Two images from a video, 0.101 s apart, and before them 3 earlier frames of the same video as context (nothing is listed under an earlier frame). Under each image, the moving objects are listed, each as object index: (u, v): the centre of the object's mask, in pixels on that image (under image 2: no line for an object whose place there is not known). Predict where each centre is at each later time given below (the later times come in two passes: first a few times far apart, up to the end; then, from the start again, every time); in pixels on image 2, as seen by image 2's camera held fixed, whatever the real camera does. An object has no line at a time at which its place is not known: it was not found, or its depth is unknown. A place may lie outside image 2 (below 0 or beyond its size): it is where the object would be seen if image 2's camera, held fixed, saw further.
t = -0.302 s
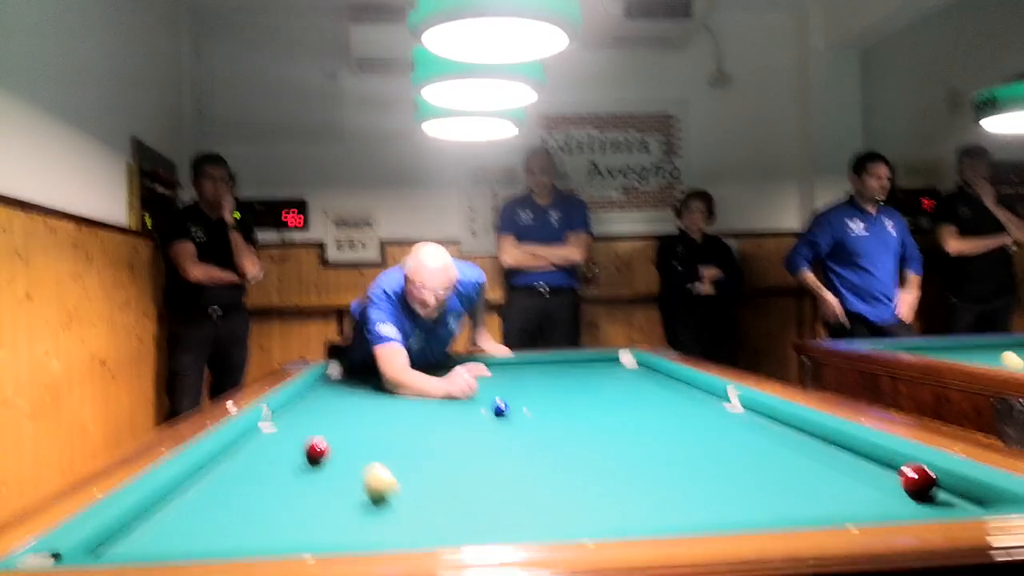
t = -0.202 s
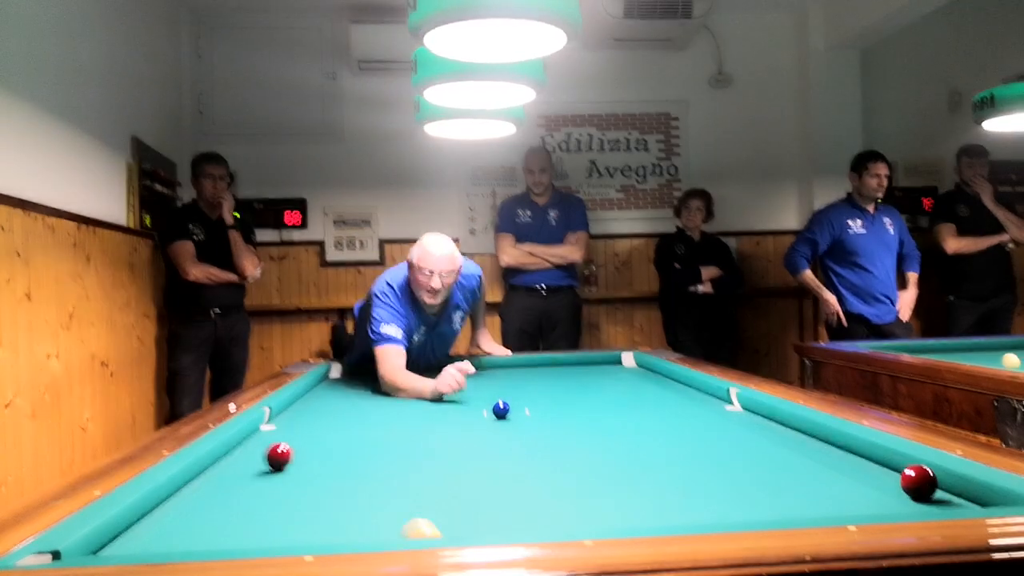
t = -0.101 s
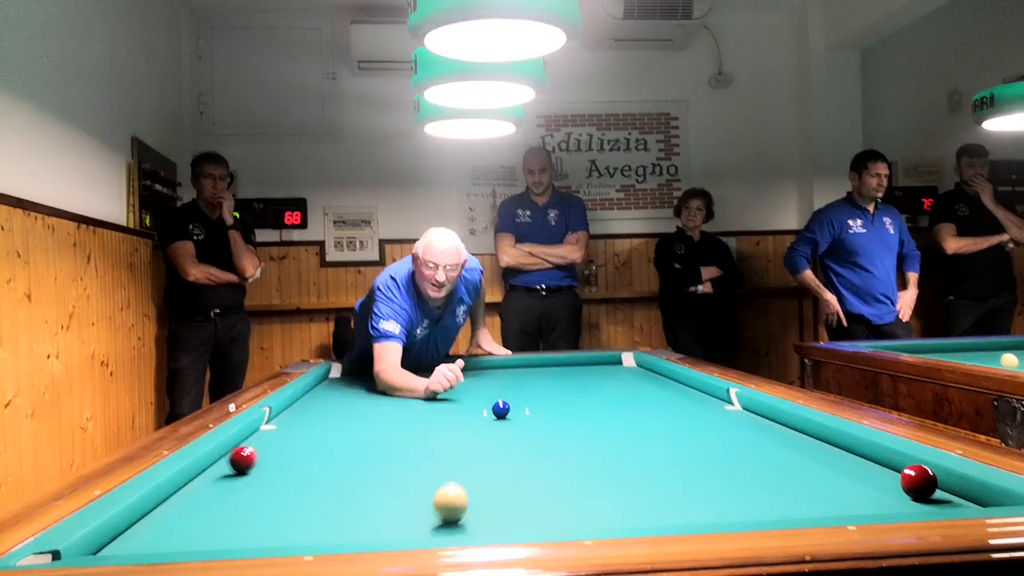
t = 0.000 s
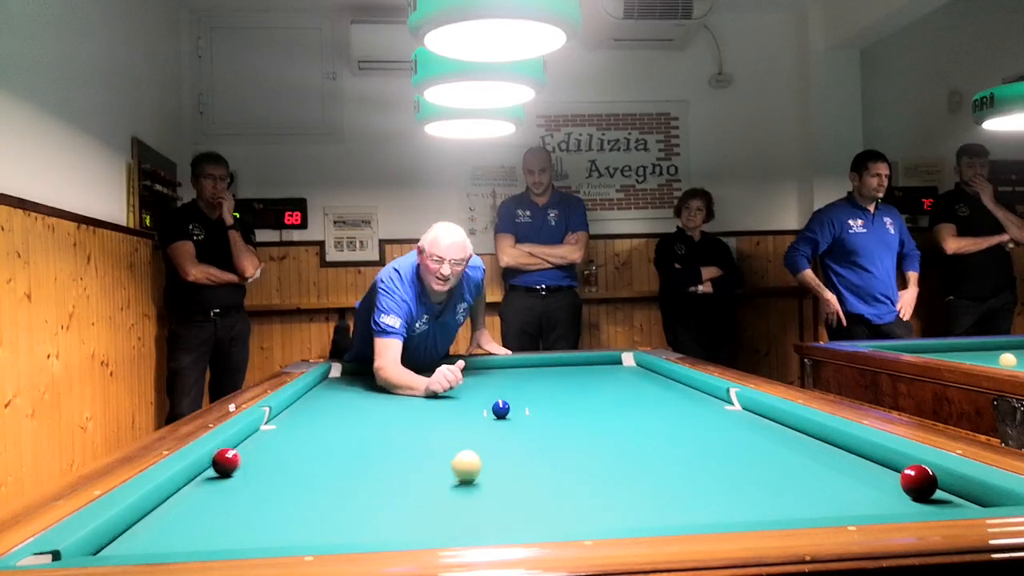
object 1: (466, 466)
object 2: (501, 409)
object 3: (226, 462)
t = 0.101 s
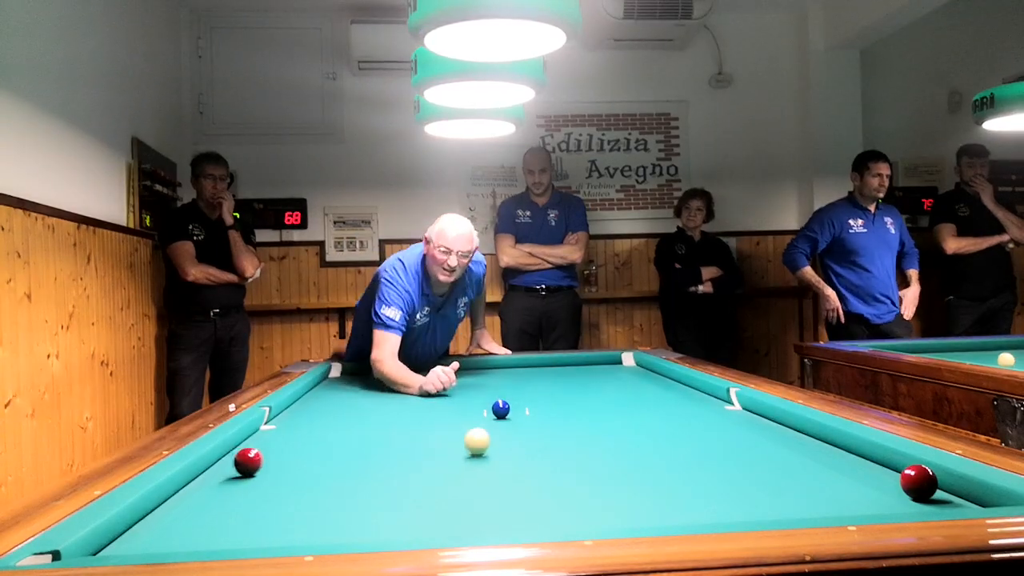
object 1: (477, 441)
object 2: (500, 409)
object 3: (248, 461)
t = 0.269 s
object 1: (488, 414)
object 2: (502, 408)
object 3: (277, 462)
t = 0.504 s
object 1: (445, 403)
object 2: (565, 392)
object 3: (318, 461)
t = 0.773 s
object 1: (409, 392)
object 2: (618, 378)
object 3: (364, 461)
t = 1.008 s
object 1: (383, 384)
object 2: (650, 369)
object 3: (402, 461)
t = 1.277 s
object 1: (360, 376)
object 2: (605, 365)
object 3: (446, 460)
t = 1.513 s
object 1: (343, 371)
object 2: (577, 361)
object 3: (484, 459)
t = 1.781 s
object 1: (335, 370)
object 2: (558, 365)
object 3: (525, 459)
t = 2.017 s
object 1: (336, 370)
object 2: (541, 369)
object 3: (560, 458)
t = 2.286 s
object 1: (336, 370)
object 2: (520, 373)
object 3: (600, 458)
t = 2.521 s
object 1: (336, 370)
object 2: (501, 377)
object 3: (633, 458)
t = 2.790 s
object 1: (336, 370)
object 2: (477, 382)
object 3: (671, 457)
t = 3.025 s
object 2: (455, 387)
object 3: (702, 457)
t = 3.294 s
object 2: (428, 393)
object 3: (737, 457)
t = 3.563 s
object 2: (398, 399)
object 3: (770, 456)
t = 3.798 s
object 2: (371, 405)
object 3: (798, 456)
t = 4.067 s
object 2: (337, 412)
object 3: (828, 456)
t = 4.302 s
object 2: (306, 419)
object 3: (854, 455)
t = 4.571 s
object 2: (267, 428)
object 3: (859, 455)
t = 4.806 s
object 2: (269, 433)
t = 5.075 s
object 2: (278, 439)
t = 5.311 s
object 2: (286, 444)
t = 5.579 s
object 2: (296, 450)
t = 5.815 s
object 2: (305, 456)
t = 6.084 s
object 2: (316, 462)
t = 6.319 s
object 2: (327, 468)
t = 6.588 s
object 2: (339, 475)
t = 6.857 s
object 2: (351, 483)
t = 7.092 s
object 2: (363, 489)
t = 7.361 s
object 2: (377, 496)
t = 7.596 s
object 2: (389, 503)
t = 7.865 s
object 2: (404, 511)
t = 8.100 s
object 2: (417, 518)
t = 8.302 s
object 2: (428, 522)
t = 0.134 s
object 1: (480, 435)
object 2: (500, 409)
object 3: (254, 462)
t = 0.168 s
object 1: (482, 429)
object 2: (500, 409)
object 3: (260, 462)
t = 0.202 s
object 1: (485, 423)
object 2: (500, 409)
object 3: (265, 462)
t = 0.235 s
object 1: (486, 418)
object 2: (501, 408)
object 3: (271, 462)
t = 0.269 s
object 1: (488, 414)
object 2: (502, 408)
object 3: (277, 462)
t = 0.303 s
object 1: (489, 410)
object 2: (504, 408)
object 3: (283, 462)
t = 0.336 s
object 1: (480, 409)
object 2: (515, 405)
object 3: (289, 461)
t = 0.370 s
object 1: (472, 408)
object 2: (526, 401)
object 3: (295, 462)
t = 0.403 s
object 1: (464, 406)
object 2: (537, 399)
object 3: (301, 461)
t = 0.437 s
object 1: (458, 405)
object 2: (547, 396)
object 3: (306, 461)
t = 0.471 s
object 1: (451, 404)
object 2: (557, 394)
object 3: (312, 462)
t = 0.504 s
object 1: (445, 403)
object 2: (565, 392)
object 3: (318, 461)
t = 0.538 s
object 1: (439, 401)
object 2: (574, 389)
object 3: (324, 461)
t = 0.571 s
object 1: (434, 400)
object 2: (581, 387)
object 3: (329, 461)
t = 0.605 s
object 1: (430, 398)
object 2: (588, 386)
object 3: (335, 461)
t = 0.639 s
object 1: (425, 397)
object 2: (595, 384)
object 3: (341, 461)
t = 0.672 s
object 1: (421, 395)
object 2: (601, 382)
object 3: (347, 461)
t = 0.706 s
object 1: (416, 394)
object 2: (607, 381)
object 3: (352, 461)
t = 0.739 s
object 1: (412, 393)
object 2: (612, 379)
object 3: (358, 461)
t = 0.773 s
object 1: (409, 392)
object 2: (618, 378)
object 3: (364, 461)
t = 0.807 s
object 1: (405, 390)
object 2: (623, 376)
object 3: (369, 461)
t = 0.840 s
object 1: (401, 389)
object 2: (628, 375)
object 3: (375, 461)
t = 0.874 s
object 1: (397, 388)
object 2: (633, 373)
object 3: (380, 461)
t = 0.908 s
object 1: (394, 387)
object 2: (638, 372)
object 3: (386, 461)
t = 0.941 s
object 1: (390, 386)
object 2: (642, 371)
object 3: (392, 461)
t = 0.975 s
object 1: (387, 385)
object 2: (647, 370)
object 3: (397, 461)
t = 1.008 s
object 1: (383, 384)
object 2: (650, 369)
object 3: (402, 461)
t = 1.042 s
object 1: (380, 382)
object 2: (642, 368)
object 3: (408, 460)
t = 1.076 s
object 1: (377, 382)
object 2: (635, 368)
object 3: (414, 460)
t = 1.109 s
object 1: (374, 381)
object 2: (629, 367)
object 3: (419, 460)
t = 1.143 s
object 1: (371, 380)
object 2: (623, 367)
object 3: (424, 460)
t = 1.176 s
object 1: (368, 379)
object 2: (619, 366)
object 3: (430, 460)
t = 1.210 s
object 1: (365, 378)
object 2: (614, 366)
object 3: (436, 460)
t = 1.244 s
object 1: (362, 377)
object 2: (610, 365)
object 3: (441, 460)
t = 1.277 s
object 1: (360, 376)
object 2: (605, 365)
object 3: (446, 460)
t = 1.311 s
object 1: (357, 375)
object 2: (601, 364)
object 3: (452, 460)
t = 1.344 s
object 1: (354, 374)
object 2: (596, 364)
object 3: (457, 460)
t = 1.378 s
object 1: (352, 374)
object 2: (592, 363)
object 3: (462, 460)
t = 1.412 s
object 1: (349, 373)
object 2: (588, 363)
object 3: (468, 460)
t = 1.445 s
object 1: (347, 372)
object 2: (584, 362)
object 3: (473, 460)
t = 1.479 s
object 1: (345, 371)
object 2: (580, 361)
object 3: (478, 459)
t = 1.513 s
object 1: (343, 371)
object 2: (577, 361)
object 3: (484, 459)
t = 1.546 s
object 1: (340, 370)
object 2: (574, 362)
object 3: (489, 459)
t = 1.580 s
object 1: (338, 369)
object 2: (572, 362)
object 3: (494, 459)
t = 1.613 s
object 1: (336, 370)
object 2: (570, 363)
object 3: (499, 459)
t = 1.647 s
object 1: (335, 370)
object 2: (568, 364)
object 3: (504, 459)
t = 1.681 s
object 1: (336, 370)
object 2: (565, 364)
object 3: (510, 459)
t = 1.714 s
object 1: (335, 370)
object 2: (563, 364)
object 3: (515, 459)
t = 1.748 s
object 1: (335, 370)
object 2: (560, 364)
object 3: (520, 459)
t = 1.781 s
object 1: (335, 370)
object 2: (558, 365)
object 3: (525, 459)
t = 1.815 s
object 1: (335, 370)
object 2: (556, 366)
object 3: (530, 459)
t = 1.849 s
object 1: (335, 370)
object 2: (553, 366)
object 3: (535, 459)
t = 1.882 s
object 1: (335, 370)
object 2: (550, 366)
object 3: (541, 459)
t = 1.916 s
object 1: (335, 370)
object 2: (547, 366)
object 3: (545, 459)
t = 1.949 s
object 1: (335, 370)
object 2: (545, 367)
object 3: (550, 458)
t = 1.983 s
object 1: (335, 370)
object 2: (543, 368)
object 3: (555, 458)
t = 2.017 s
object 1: (336, 370)
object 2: (541, 369)
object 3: (560, 458)
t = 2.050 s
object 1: (336, 370)
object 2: (538, 369)
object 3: (566, 458)
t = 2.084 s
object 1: (336, 370)
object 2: (536, 370)
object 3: (570, 458)
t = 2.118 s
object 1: (336, 370)
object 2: (533, 370)
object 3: (575, 458)
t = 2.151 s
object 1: (336, 370)
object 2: (530, 371)
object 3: (580, 458)
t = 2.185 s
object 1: (336, 370)
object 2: (528, 371)
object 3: (585, 458)
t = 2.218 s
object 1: (336, 370)
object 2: (525, 372)
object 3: (590, 458)
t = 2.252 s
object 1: (336, 370)
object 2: (523, 373)
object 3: (595, 458)
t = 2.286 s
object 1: (336, 370)
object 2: (520, 373)
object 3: (600, 458)
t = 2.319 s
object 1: (336, 370)
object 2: (517, 374)
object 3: (605, 458)
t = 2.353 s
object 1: (336, 370)
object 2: (514, 374)
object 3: (610, 458)
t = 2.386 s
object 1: (336, 370)
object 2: (512, 375)
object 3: (614, 458)
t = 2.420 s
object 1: (336, 370)
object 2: (509, 375)
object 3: (619, 458)
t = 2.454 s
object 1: (336, 370)
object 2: (506, 376)
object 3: (624, 458)
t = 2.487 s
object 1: (336, 370)
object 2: (503, 377)
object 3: (629, 458)
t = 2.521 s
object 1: (336, 370)
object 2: (501, 377)
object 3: (633, 458)
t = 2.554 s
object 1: (336, 370)
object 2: (498, 378)
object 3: (638, 458)
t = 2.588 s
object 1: (336, 370)
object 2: (495, 378)
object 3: (643, 458)
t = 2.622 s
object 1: (336, 370)
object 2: (492, 379)
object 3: (647, 457)
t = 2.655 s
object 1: (336, 370)
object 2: (489, 380)
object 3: (652, 457)
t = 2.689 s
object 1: (336, 370)
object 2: (486, 380)
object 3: (657, 457)
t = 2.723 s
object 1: (336, 370)
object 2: (483, 381)
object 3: (661, 457)
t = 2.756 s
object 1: (336, 370)
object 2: (480, 381)
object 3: (666, 457)
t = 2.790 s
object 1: (336, 370)
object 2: (477, 382)
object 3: (671, 457)
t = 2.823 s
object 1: (336, 370)
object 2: (474, 383)
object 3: (675, 457)
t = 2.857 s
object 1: (336, 370)
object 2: (470, 384)
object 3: (680, 457)
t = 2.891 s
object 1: (336, 370)
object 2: (467, 384)
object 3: (684, 457)
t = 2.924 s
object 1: (336, 370)
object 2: (464, 385)
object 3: (689, 457)
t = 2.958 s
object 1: (336, 370)
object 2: (461, 386)
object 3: (693, 457)
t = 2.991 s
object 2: (458, 387)
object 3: (698, 457)
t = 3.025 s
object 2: (455, 387)
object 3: (702, 457)
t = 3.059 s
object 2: (451, 388)
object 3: (707, 457)
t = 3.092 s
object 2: (448, 388)
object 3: (711, 457)
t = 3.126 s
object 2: (445, 389)
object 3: (715, 457)
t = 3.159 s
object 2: (441, 390)
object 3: (720, 457)
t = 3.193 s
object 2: (438, 391)
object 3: (724, 457)
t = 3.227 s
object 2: (435, 391)
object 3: (728, 457)
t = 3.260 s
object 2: (431, 392)
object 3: (733, 457)
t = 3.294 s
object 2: (428, 393)
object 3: (737, 457)
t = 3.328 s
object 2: (424, 393)
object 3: (741, 457)
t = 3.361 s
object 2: (421, 394)
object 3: (745, 456)
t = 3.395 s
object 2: (417, 395)
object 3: (749, 456)
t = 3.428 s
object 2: (413, 396)
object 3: (754, 457)
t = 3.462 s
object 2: (410, 397)
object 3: (758, 457)
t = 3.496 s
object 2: (406, 398)
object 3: (762, 456)
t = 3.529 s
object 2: (402, 398)
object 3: (766, 457)
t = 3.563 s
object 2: (398, 399)
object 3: (770, 456)
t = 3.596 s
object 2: (395, 400)
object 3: (774, 456)
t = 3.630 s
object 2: (391, 401)
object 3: (778, 456)
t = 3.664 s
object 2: (387, 402)
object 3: (782, 456)
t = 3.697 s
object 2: (383, 402)
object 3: (786, 456)
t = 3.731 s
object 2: (379, 403)
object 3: (790, 456)
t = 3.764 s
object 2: (375, 404)
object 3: (794, 456)
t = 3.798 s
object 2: (371, 405)
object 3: (798, 456)
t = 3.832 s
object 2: (367, 406)
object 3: (802, 456)
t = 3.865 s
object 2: (363, 407)
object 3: (806, 456)
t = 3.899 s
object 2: (359, 408)
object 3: (809, 456)
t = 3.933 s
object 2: (355, 409)
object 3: (813, 456)
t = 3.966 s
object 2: (350, 410)
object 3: (817, 456)
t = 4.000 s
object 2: (346, 411)
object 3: (821, 456)
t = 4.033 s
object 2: (342, 411)
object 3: (825, 456)
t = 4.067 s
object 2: (337, 412)
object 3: (828, 456)
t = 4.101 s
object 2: (333, 413)
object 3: (832, 456)
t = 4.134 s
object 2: (329, 414)
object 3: (836, 456)
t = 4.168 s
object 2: (324, 415)
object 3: (839, 456)
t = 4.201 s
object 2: (320, 416)
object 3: (843, 456)
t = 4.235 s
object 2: (315, 417)
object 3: (847, 455)
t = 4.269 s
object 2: (310, 418)
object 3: (850, 455)
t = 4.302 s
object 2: (306, 419)
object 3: (854, 455)
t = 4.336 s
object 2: (301, 420)
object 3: (857, 455)
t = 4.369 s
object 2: (297, 421)
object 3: (861, 455)
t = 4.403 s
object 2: (292, 422)
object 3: (864, 455)
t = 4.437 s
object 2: (287, 423)
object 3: (866, 455)
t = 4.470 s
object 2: (282, 424)
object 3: (864, 455)
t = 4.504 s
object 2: (277, 426)
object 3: (862, 455)
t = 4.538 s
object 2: (272, 426)
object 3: (860, 455)
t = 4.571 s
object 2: (267, 428)
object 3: (859, 455)
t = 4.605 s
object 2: (262, 429)
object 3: (857, 456)
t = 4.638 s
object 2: (263, 429)
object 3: (856, 456)
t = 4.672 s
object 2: (264, 430)
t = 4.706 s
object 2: (266, 431)
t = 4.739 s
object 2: (267, 431)
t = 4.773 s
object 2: (268, 432)
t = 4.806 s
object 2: (269, 433)
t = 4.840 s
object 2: (270, 433)
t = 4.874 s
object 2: (271, 434)
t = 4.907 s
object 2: (272, 435)
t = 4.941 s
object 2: (273, 436)
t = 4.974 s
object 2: (274, 436)
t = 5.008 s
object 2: (276, 437)
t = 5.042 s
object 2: (277, 438)
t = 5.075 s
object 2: (278, 439)
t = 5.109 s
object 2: (279, 439)
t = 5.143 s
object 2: (280, 440)
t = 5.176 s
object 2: (281, 441)
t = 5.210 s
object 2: (282, 441)
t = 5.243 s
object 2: (284, 442)
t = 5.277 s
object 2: (285, 443)
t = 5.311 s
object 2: (286, 444)
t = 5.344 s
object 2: (287, 445)
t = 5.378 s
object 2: (288, 445)
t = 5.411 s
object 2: (290, 446)
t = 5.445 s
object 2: (291, 447)
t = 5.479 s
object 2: (292, 448)
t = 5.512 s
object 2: (294, 448)
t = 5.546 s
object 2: (295, 449)
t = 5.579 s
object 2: (296, 450)
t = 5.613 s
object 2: (297, 451)
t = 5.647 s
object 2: (299, 451)
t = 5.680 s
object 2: (300, 452)
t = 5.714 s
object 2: (301, 453)
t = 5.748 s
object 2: (303, 454)
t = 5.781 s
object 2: (304, 455)
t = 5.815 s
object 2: (305, 456)
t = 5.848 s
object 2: (307, 456)
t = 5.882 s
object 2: (308, 457)
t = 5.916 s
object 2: (309, 458)
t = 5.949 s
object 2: (311, 459)
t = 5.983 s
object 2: (312, 460)
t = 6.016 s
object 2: (314, 461)
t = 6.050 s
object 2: (315, 461)
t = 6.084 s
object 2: (316, 462)
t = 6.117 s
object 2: (318, 463)
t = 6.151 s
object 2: (319, 464)
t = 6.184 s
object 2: (321, 465)
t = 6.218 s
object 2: (322, 465)
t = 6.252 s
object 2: (324, 466)
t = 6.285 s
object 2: (325, 467)
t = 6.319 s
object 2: (327, 468)
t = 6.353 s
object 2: (328, 469)
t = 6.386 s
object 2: (330, 470)
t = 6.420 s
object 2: (331, 471)
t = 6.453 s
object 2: (333, 472)
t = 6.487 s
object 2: (334, 473)
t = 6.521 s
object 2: (336, 474)
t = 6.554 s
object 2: (337, 474)
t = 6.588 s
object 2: (339, 475)
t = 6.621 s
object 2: (340, 476)
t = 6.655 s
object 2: (342, 477)
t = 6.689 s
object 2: (343, 478)
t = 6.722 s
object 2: (345, 479)
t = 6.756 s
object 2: (346, 480)
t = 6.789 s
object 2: (348, 480)
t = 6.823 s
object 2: (350, 481)
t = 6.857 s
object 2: (351, 483)
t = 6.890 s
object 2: (353, 483)
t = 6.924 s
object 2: (354, 484)
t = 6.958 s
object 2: (356, 485)
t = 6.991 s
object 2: (358, 486)
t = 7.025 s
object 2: (359, 487)
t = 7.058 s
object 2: (361, 488)
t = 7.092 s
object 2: (363, 489)
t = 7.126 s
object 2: (365, 490)
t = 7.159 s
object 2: (366, 491)
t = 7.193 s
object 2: (368, 492)
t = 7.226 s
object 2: (370, 493)
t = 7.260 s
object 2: (371, 494)
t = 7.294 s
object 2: (373, 495)
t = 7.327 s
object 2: (375, 496)
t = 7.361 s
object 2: (377, 496)
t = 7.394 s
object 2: (378, 497)
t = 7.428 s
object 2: (380, 498)
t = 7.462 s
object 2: (382, 499)
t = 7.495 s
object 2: (384, 500)
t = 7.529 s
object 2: (386, 501)
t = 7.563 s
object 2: (387, 502)
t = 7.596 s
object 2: (389, 503)
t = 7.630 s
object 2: (391, 504)
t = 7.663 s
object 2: (393, 505)
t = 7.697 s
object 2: (394, 506)
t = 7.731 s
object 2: (396, 507)
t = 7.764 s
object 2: (398, 508)
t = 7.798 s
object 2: (400, 509)
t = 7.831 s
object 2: (402, 510)
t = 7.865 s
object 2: (404, 511)
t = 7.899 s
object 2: (406, 512)
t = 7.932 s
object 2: (407, 513)
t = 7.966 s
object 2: (409, 514)
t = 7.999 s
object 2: (411, 515)
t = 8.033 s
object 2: (413, 516)
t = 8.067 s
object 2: (415, 517)
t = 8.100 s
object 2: (417, 518)
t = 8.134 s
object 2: (419, 519)
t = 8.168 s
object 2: (421, 520)
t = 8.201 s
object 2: (422, 521)
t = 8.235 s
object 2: (424, 521)
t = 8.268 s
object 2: (426, 522)
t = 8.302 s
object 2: (428, 522)
